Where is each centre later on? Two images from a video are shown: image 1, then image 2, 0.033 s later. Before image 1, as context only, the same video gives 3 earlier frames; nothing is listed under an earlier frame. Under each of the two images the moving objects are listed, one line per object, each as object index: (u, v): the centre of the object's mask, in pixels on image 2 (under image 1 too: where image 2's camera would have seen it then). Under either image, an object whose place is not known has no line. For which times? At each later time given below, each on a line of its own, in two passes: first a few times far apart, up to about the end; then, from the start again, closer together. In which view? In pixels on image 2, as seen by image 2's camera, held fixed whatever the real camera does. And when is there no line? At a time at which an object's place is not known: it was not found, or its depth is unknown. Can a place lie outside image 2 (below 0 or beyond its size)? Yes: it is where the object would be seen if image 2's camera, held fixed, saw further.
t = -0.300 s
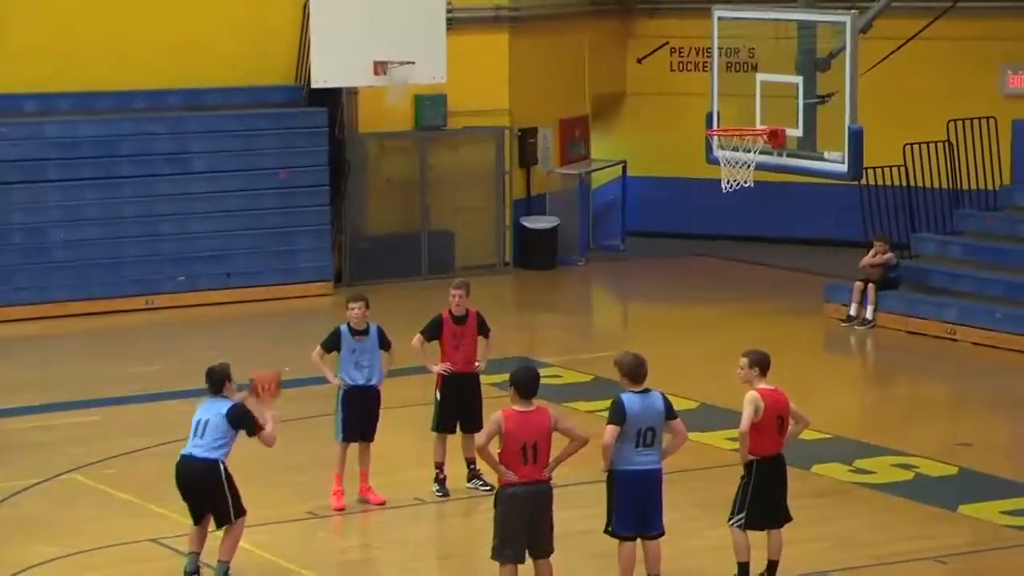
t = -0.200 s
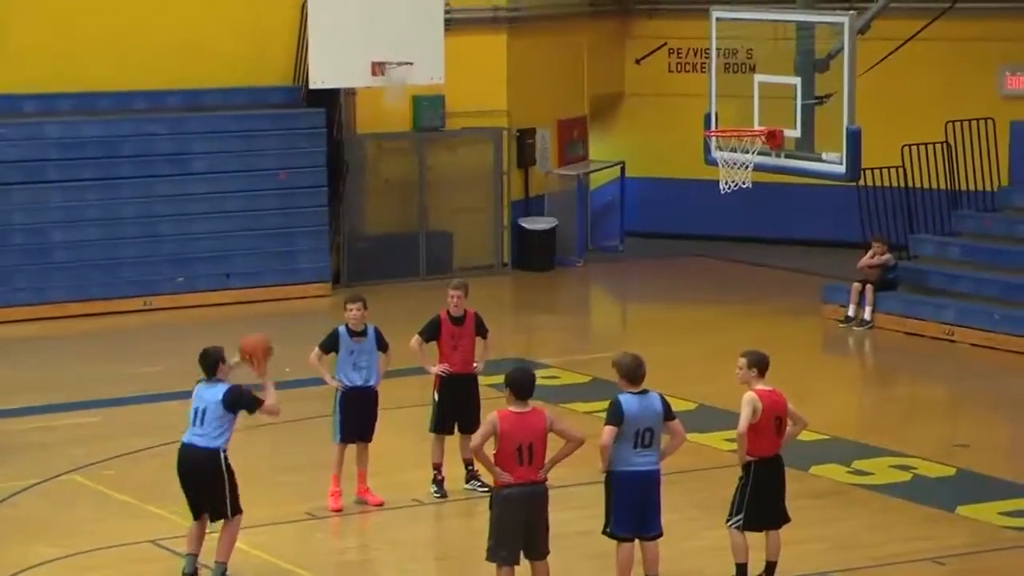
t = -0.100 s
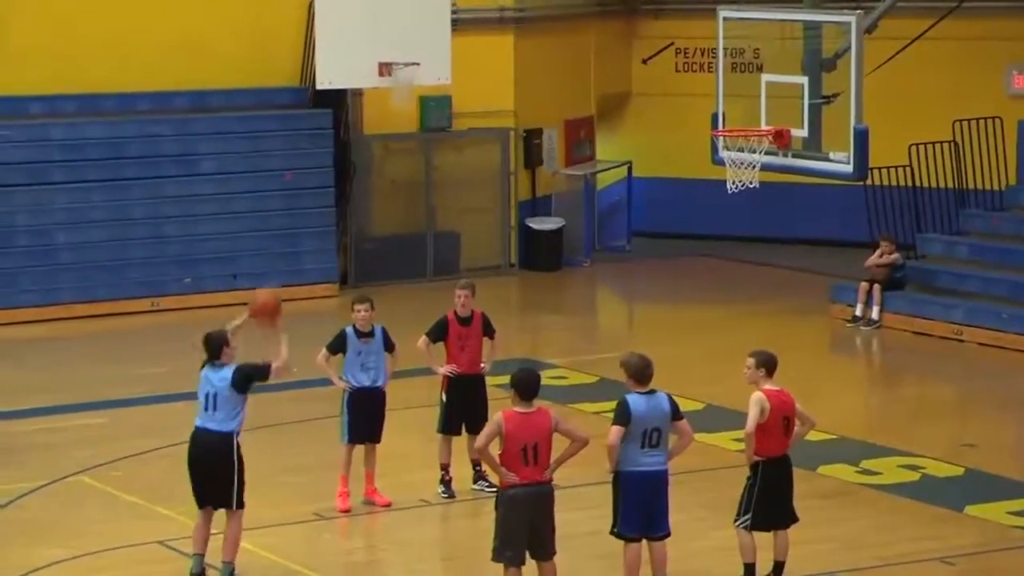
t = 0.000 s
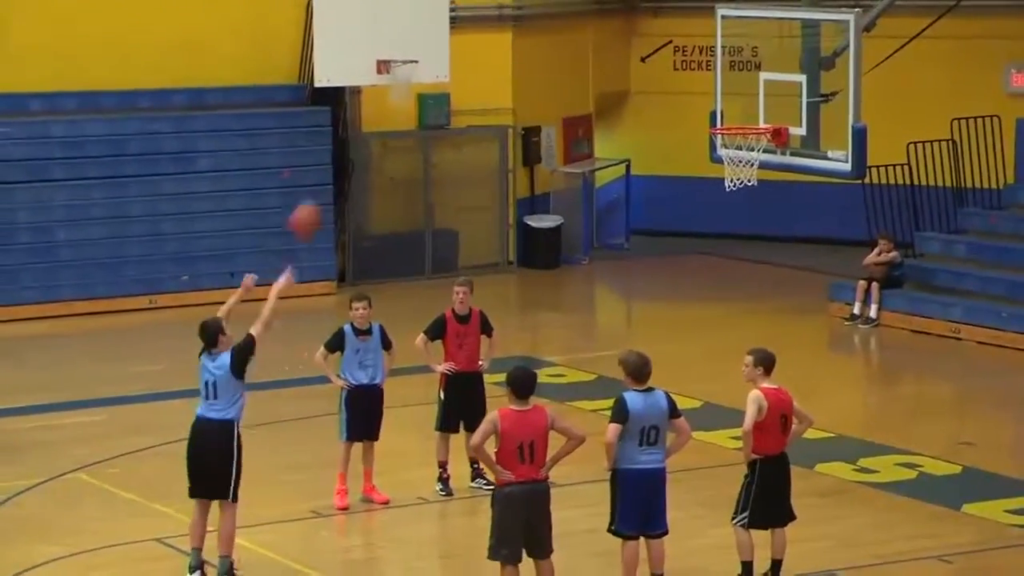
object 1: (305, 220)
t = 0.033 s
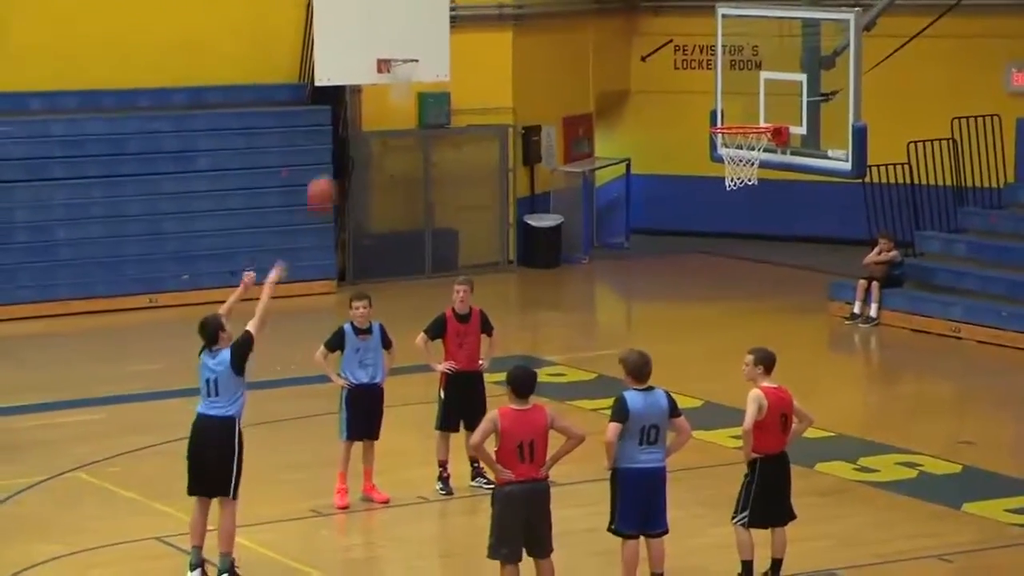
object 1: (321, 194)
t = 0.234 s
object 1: (413, 78)
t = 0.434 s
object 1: (501, 18)
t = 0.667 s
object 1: (598, 16)
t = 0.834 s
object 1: (665, 55)
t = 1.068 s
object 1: (751, 101)
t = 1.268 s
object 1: (770, 91)
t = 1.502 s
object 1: (750, 137)
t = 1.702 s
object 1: (730, 231)
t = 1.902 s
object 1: (715, 383)
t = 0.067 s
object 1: (335, 171)
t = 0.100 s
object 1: (351, 148)
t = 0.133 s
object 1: (365, 131)
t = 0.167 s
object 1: (384, 111)
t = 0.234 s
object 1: (413, 78)
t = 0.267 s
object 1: (428, 64)
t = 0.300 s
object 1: (443, 52)
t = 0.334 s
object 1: (457, 41)
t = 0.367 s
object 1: (473, 31)
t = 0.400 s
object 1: (487, 23)
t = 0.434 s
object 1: (501, 18)
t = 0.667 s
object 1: (598, 16)
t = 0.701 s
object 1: (612, 19)
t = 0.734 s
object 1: (626, 26)
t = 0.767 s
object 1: (638, 34)
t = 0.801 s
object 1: (650, 45)
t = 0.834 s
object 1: (665, 55)
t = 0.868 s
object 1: (677, 68)
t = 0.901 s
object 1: (690, 82)
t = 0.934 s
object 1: (704, 97)
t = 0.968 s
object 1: (717, 114)
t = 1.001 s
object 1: (727, 112)
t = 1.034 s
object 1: (739, 105)
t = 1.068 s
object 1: (751, 101)
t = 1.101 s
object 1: (762, 97)
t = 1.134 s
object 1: (775, 95)
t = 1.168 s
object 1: (778, 93)
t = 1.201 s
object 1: (775, 90)
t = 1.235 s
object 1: (773, 90)
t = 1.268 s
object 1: (770, 91)
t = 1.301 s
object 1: (767, 93)
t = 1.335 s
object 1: (765, 96)
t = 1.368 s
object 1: (762, 100)
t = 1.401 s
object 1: (758, 109)
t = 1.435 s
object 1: (756, 117)
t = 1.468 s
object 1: (753, 127)
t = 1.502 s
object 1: (750, 137)
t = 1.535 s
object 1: (745, 148)
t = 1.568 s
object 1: (742, 163)
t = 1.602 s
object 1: (740, 178)
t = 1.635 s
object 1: (736, 195)
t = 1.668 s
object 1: (733, 212)
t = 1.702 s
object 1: (730, 231)
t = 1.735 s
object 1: (727, 251)
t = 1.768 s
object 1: (723, 274)
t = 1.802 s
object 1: (721, 300)
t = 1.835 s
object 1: (720, 330)
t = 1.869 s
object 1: (718, 356)
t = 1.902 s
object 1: (715, 383)
